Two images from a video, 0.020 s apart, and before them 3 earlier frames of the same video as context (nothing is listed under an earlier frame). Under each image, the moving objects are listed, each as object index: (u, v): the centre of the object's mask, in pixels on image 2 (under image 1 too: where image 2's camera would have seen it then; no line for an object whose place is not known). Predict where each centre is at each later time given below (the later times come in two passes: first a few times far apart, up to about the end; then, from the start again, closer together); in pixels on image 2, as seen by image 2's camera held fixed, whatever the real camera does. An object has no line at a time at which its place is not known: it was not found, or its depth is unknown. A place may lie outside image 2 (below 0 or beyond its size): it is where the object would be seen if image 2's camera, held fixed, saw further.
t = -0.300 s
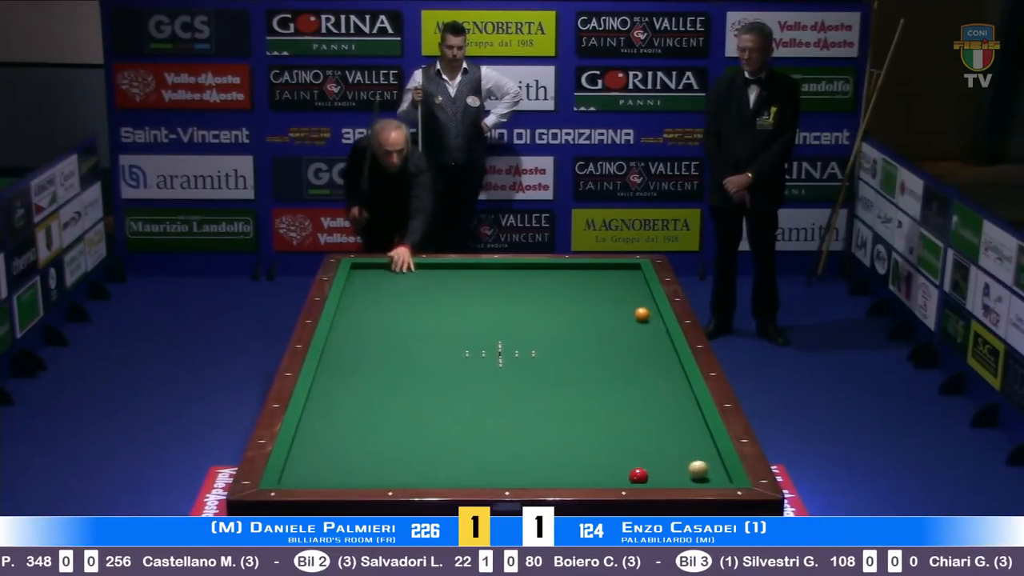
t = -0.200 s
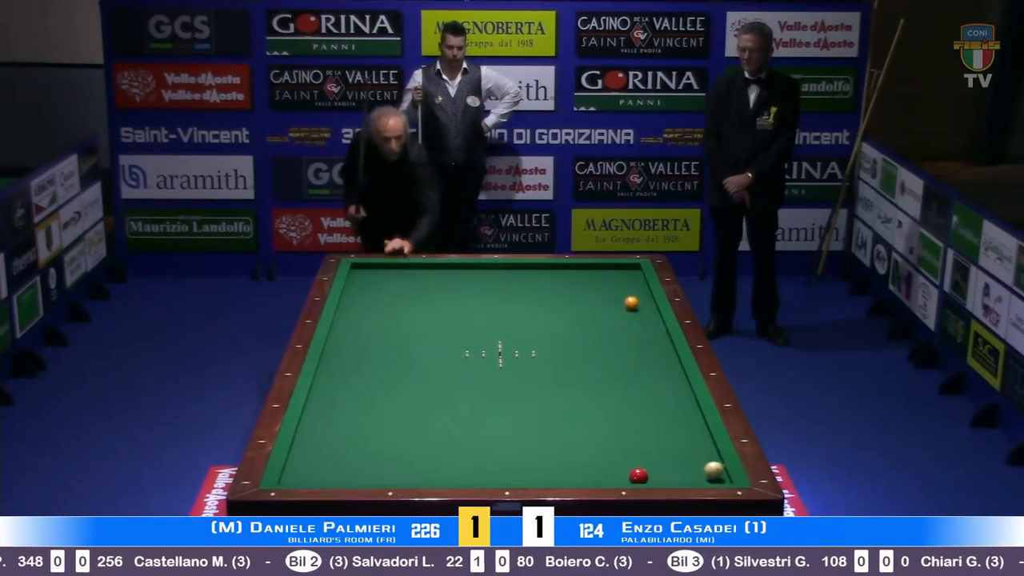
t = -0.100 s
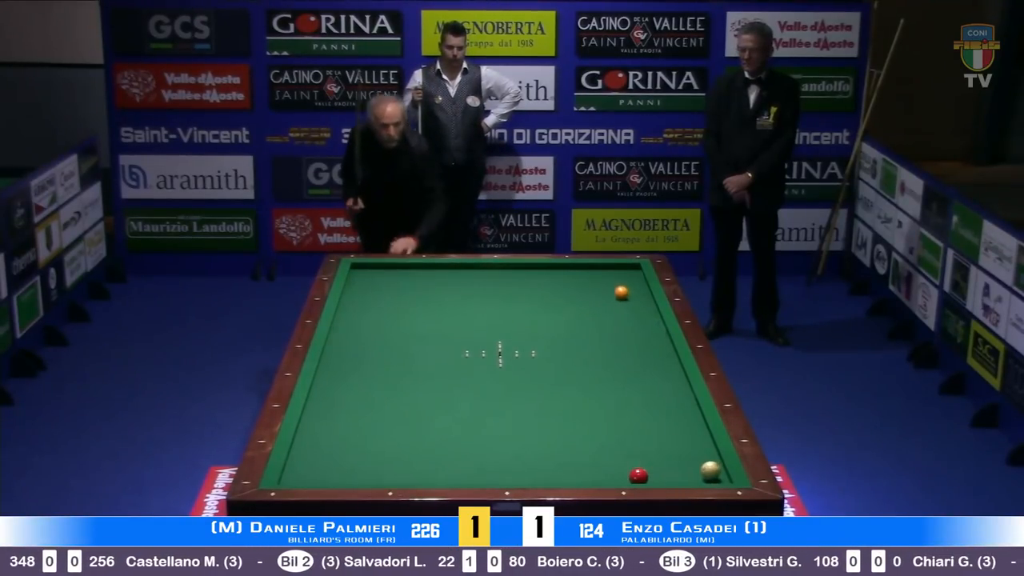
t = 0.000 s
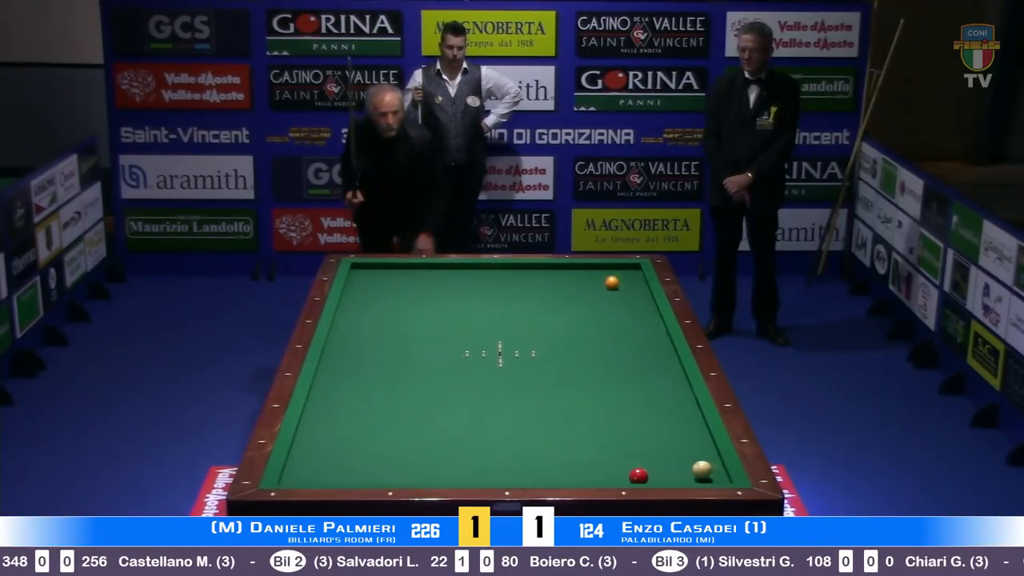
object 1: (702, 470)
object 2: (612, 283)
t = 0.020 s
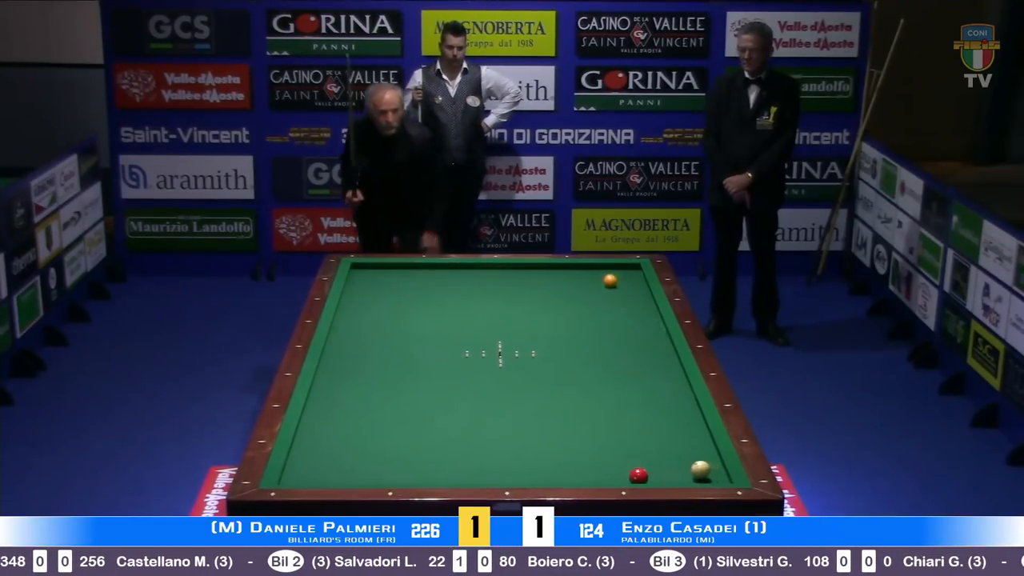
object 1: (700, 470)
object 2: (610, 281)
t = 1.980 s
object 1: (571, 462)
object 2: (550, 386)
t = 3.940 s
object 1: (567, 466)
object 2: (384, 464)
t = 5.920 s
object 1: (580, 435)
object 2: (343, 425)
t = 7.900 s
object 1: (586, 424)
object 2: (400, 406)
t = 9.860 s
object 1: (586, 424)
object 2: (420, 399)
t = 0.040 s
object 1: (698, 470)
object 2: (608, 279)
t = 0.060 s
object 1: (697, 470)
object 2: (606, 277)
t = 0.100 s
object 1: (694, 470)
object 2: (603, 273)
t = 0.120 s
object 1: (692, 470)
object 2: (601, 272)
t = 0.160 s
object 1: (689, 469)
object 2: (597, 268)
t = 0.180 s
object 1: (688, 470)
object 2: (596, 266)
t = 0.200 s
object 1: (686, 469)
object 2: (595, 266)
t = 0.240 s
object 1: (683, 469)
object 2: (594, 269)
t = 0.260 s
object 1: (681, 469)
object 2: (594, 270)
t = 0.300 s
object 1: (678, 469)
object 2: (594, 273)
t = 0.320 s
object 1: (677, 469)
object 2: (593, 275)
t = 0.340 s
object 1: (675, 469)
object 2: (593, 276)
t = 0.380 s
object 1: (672, 469)
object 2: (592, 279)
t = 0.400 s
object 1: (670, 468)
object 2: (592, 280)
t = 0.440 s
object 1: (668, 468)
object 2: (591, 283)
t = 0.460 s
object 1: (666, 468)
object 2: (590, 284)
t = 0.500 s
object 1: (663, 468)
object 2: (590, 286)
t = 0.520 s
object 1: (662, 468)
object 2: (589, 287)
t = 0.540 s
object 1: (660, 467)
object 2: (589, 289)
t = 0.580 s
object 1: (658, 467)
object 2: (588, 291)
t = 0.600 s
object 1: (656, 468)
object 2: (587, 292)
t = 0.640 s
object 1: (654, 467)
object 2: (586, 294)
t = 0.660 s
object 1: (653, 467)
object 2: (586, 295)
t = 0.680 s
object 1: (651, 467)
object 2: (585, 297)
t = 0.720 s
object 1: (649, 466)
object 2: (585, 299)
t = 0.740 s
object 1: (648, 466)
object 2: (584, 300)
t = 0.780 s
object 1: (645, 465)
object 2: (583, 303)
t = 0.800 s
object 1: (643, 464)
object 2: (583, 304)
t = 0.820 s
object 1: (641, 463)
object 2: (582, 305)
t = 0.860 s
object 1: (638, 463)
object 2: (581, 307)
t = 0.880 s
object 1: (637, 463)
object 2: (581, 309)
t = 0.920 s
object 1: (634, 463)
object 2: (580, 311)
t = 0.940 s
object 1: (632, 463)
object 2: (579, 312)
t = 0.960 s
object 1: (630, 463)
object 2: (579, 314)
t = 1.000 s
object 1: (628, 464)
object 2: (578, 316)
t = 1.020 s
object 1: (627, 464)
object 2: (577, 318)
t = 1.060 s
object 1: (624, 464)
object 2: (576, 320)
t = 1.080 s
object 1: (623, 464)
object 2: (576, 321)
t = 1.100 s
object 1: (622, 464)
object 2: (575, 322)
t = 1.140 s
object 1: (619, 464)
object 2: (574, 325)
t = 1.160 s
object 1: (618, 464)
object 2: (573, 327)
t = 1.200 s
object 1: (616, 465)
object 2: (572, 329)
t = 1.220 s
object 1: (615, 464)
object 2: (572, 331)
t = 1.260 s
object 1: (612, 464)
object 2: (571, 333)
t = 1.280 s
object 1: (611, 464)
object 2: (571, 335)
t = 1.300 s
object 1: (610, 464)
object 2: (570, 336)
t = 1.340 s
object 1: (607, 464)
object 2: (569, 339)
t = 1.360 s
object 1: (606, 464)
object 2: (568, 340)
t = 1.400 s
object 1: (603, 464)
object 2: (567, 343)
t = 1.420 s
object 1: (602, 464)
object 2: (567, 344)
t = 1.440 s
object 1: (601, 464)
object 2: (566, 346)
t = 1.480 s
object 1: (599, 464)
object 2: (565, 348)
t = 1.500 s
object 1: (597, 464)
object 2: (564, 350)
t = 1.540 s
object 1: (595, 464)
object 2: (563, 353)
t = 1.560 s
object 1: (594, 464)
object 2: (562, 354)
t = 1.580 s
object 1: (593, 464)
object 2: (562, 356)
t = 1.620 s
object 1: (591, 463)
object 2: (561, 359)
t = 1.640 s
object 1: (589, 463)
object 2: (560, 360)
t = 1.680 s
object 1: (587, 463)
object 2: (559, 363)
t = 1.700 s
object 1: (586, 463)
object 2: (558, 365)
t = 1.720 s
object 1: (585, 463)
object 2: (557, 366)
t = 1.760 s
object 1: (582, 463)
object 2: (556, 369)
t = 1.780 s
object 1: (582, 463)
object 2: (556, 371)
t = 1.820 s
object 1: (579, 463)
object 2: (555, 374)
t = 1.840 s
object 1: (578, 463)
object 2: (554, 375)
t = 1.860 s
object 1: (577, 463)
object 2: (553, 377)
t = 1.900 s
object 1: (575, 463)
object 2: (552, 380)
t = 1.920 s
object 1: (574, 463)
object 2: (552, 381)
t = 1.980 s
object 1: (571, 462)
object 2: (550, 386)
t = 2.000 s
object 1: (570, 462)
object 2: (549, 388)
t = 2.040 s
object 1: (568, 462)
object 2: (548, 391)
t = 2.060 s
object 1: (567, 462)
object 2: (547, 393)
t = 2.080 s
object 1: (566, 462)
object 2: (547, 395)
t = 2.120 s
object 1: (564, 462)
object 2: (545, 398)
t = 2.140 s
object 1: (563, 462)
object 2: (544, 400)
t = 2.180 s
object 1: (561, 462)
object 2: (543, 403)
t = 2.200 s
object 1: (559, 462)
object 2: (542, 405)
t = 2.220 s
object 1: (558, 462)
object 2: (542, 407)
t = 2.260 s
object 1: (556, 461)
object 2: (540, 410)
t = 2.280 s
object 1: (556, 461)
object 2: (540, 412)
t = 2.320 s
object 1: (554, 461)
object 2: (538, 416)
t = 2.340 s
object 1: (553, 461)
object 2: (537, 417)
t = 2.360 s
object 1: (552, 461)
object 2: (537, 419)
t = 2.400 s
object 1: (550, 461)
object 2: (535, 423)
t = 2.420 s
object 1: (549, 461)
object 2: (535, 425)
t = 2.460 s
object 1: (547, 461)
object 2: (533, 428)
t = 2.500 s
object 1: (545, 461)
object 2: (532, 432)
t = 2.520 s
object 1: (544, 461)
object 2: (531, 434)
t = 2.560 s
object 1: (543, 461)
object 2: (530, 438)
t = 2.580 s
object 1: (542, 461)
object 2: (529, 440)
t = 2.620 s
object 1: (540, 461)
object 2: (527, 444)
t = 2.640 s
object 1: (539, 460)
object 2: (526, 446)
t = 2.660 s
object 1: (538, 460)
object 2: (526, 447)
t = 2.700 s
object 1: (537, 460)
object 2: (523, 451)
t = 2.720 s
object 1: (536, 460)
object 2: (522, 453)
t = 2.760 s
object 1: (537, 462)
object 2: (518, 456)
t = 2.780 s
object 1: (539, 463)
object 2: (515, 457)
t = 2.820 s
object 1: (541, 465)
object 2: (510, 459)
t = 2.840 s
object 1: (542, 466)
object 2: (507, 460)
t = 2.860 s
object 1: (543, 467)
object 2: (504, 461)
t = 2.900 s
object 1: (545, 469)
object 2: (499, 463)
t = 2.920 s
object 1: (546, 470)
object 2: (496, 464)
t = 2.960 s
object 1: (547, 471)
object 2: (490, 466)
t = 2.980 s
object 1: (548, 472)
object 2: (488, 467)
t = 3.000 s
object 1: (549, 472)
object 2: (485, 468)
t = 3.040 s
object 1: (551, 474)
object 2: (480, 471)
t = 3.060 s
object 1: (552, 474)
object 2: (477, 471)
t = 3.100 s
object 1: (553, 475)
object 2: (471, 473)
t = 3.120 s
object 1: (554, 476)
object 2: (468, 474)
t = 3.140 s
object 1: (555, 476)
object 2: (465, 474)
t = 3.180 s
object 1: (556, 478)
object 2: (460, 476)
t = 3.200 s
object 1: (557, 478)
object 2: (457, 476)
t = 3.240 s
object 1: (559, 479)
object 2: (451, 478)
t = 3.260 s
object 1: (559, 478)
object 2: (449, 479)
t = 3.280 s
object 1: (559, 478)
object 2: (446, 479)
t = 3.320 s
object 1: (560, 477)
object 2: (442, 478)
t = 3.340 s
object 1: (560, 476)
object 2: (440, 478)
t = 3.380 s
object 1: (561, 476)
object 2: (436, 477)
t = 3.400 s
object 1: (561, 475)
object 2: (434, 477)
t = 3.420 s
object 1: (561, 476)
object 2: (432, 476)
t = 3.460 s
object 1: (562, 475)
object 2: (428, 476)
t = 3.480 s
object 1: (562, 475)
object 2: (426, 475)
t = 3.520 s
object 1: (562, 474)
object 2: (422, 475)
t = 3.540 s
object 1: (563, 474)
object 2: (420, 474)
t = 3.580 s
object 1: (563, 474)
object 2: (417, 474)
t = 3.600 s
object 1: (563, 473)
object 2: (415, 473)
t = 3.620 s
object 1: (564, 473)
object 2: (413, 473)
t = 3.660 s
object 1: (564, 472)
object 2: (409, 472)
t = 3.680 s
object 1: (564, 472)
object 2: (407, 472)
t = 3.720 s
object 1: (565, 471)
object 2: (403, 470)
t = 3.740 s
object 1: (565, 470)
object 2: (402, 470)
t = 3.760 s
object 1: (565, 469)
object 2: (400, 469)
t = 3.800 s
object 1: (566, 469)
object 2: (396, 468)
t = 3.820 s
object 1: (566, 468)
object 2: (394, 468)
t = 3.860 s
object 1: (566, 467)
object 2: (391, 467)
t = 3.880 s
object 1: (566, 467)
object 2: (389, 466)
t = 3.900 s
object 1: (566, 467)
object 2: (387, 465)
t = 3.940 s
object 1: (567, 466)
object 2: (384, 464)
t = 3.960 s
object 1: (567, 465)
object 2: (382, 464)
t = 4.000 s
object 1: (567, 464)
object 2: (378, 463)
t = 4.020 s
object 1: (568, 464)
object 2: (377, 462)
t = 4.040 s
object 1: (568, 464)
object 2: (375, 462)
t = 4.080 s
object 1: (568, 463)
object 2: (372, 461)
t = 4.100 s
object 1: (568, 462)
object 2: (370, 460)
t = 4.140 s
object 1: (569, 462)
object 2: (367, 459)
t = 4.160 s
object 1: (569, 461)
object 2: (365, 459)
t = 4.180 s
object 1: (569, 461)
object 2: (363, 458)
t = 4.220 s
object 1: (570, 460)
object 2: (360, 457)
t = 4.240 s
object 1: (570, 460)
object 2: (358, 457)
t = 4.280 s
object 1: (570, 459)
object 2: (355, 456)
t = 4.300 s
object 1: (570, 459)
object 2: (353, 456)
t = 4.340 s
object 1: (571, 458)
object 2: (350, 455)
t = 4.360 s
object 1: (571, 458)
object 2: (348, 454)
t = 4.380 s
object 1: (571, 457)
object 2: (347, 454)
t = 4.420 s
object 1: (571, 456)
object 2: (344, 453)
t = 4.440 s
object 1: (572, 456)
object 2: (342, 452)
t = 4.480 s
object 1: (572, 456)
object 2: (339, 452)
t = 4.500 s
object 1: (572, 455)
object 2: (337, 451)
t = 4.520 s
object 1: (572, 455)
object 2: (336, 451)
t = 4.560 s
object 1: (572, 454)
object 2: (333, 450)
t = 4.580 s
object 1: (572, 454)
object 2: (331, 449)
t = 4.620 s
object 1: (573, 453)
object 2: (328, 448)
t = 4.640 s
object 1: (573, 453)
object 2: (326, 448)
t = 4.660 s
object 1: (573, 452)
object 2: (325, 448)
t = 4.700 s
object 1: (573, 452)
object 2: (322, 447)
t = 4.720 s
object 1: (573, 451)
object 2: (320, 446)
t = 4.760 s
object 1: (574, 451)
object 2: (318, 445)
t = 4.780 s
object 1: (574, 451)
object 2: (316, 445)
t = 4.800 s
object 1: (574, 450)
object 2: (315, 445)
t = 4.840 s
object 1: (574, 450)
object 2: (312, 444)
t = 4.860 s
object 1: (574, 449)
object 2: (310, 443)
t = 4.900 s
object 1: (575, 448)
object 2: (307, 442)
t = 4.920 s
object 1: (575, 448)
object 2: (306, 442)
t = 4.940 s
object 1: (575, 448)
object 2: (304, 441)
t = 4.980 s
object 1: (575, 447)
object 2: (302, 441)
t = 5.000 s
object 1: (575, 447)
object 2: (301, 441)
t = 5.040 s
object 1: (576, 447)
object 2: (303, 440)
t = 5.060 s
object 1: (576, 446)
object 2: (304, 439)
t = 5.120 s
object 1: (576, 445)
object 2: (307, 438)
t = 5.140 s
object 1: (577, 445)
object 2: (308, 438)
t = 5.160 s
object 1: (577, 445)
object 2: (309, 437)
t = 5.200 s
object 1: (577, 444)
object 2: (311, 437)
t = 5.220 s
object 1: (577, 444)
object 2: (312, 437)
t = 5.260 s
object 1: (577, 443)
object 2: (314, 436)
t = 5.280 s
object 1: (577, 443)
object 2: (315, 435)
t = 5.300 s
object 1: (577, 443)
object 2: (316, 435)
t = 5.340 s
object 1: (578, 442)
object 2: (318, 435)
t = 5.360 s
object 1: (578, 442)
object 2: (319, 434)
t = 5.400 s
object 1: (578, 442)
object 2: (321, 433)
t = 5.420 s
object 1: (578, 441)
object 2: (321, 433)
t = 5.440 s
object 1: (578, 441)
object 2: (322, 433)
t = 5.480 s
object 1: (579, 440)
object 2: (324, 432)
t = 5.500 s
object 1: (579, 440)
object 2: (325, 432)
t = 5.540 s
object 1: (579, 440)
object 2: (327, 431)
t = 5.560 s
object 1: (579, 440)
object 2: (328, 431)
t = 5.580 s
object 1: (579, 439)
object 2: (329, 431)
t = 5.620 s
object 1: (579, 439)
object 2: (331, 430)
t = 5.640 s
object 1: (579, 438)
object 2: (331, 430)
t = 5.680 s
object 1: (580, 438)
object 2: (333, 429)
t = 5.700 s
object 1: (579, 438)
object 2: (334, 429)
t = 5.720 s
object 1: (579, 438)
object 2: (335, 428)
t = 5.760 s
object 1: (580, 437)
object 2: (336, 428)
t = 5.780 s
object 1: (580, 437)
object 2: (337, 427)
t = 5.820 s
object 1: (580, 437)
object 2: (339, 427)
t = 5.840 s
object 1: (580, 436)
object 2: (340, 427)
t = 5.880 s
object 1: (580, 436)
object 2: (341, 426)
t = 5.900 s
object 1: (580, 436)
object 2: (342, 426)
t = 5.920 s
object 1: (580, 435)
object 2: (343, 425)
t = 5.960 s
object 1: (581, 435)
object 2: (344, 425)
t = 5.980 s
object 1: (581, 435)
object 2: (345, 425)
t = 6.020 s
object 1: (581, 434)
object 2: (347, 424)
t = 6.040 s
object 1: (581, 434)
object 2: (347, 424)
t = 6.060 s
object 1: (581, 434)
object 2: (348, 424)
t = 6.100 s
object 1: (581, 433)
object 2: (350, 423)
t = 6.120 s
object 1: (581, 433)
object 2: (350, 423)
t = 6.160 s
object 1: (581, 433)
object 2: (352, 423)
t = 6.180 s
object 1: (582, 432)
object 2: (353, 422)
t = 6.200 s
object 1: (582, 432)
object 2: (353, 422)
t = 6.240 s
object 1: (582, 432)
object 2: (355, 422)
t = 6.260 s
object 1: (582, 432)
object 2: (355, 421)
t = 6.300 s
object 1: (582, 431)
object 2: (357, 421)
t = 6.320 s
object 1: (582, 431)
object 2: (358, 420)
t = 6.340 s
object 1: (582, 431)
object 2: (358, 420)
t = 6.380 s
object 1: (583, 431)
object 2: (360, 420)
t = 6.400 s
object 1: (583, 431)
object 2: (360, 419)
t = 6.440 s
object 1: (583, 431)
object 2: (362, 419)
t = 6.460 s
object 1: (583, 430)
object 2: (362, 419)
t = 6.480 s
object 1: (583, 430)
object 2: (363, 419)
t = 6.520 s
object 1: (583, 430)
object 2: (364, 418)
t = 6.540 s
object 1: (583, 430)
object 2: (365, 418)
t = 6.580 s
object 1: (583, 430)
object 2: (366, 418)
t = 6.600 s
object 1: (583, 429)
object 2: (367, 417)
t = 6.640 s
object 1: (584, 429)
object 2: (368, 417)
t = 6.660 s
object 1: (584, 429)
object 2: (369, 417)
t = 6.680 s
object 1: (584, 429)
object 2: (369, 416)
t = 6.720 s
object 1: (584, 428)
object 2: (370, 416)
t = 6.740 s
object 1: (584, 428)
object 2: (371, 416)
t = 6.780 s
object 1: (584, 428)
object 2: (372, 415)
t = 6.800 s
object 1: (584, 428)
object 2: (373, 415)
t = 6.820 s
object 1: (584, 428)
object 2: (373, 415)
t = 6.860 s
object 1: (584, 428)
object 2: (375, 414)
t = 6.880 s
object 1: (584, 428)
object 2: (375, 414)
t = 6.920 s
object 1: (584, 427)
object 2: (376, 414)
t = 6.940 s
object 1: (584, 427)
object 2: (377, 413)
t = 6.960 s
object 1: (584, 427)
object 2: (377, 413)
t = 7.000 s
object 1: (584, 427)
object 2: (379, 413)
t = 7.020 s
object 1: (585, 427)
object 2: (379, 413)
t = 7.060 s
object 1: (585, 427)
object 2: (380, 412)
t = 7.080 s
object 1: (585, 427)
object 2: (381, 412)
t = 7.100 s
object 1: (585, 427)
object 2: (382, 412)
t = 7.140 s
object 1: (585, 426)
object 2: (382, 412)
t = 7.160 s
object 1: (585, 426)
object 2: (383, 412)
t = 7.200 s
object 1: (585, 426)
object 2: (384, 411)
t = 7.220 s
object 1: (585, 426)
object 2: (385, 411)
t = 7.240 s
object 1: (585, 426)
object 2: (385, 411)
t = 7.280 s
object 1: (585, 425)
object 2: (386, 411)
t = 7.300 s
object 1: (585, 425)
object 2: (387, 410)
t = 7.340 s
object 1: (585, 425)
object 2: (388, 410)
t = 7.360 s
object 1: (585, 425)
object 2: (388, 410)
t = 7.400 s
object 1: (585, 425)
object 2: (389, 410)
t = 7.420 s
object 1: (585, 425)
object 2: (390, 410)
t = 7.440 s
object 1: (585, 425)
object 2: (390, 409)
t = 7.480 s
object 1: (585, 425)
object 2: (391, 409)
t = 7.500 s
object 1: (585, 425)
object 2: (391, 409)
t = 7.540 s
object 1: (585, 425)
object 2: (392, 409)
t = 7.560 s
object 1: (585, 425)
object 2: (393, 408)
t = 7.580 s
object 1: (585, 425)
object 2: (393, 408)
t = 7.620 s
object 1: (585, 424)
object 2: (394, 408)
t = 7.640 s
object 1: (586, 424)
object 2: (394, 408)
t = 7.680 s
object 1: (586, 424)
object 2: (395, 408)
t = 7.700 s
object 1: (586, 424)
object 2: (396, 407)
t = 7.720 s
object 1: (586, 424)
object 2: (396, 407)
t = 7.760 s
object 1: (586, 424)
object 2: (397, 407)
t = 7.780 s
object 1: (586, 424)
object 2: (397, 407)
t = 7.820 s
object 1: (586, 424)
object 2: (398, 407)
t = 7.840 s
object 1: (586, 424)
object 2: (399, 407)
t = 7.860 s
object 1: (586, 423)
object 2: (399, 406)
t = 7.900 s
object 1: (586, 424)
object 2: (400, 406)
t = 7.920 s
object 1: (586, 424)
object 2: (400, 406)
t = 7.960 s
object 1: (586, 423)
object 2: (401, 406)
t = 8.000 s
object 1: (586, 423)
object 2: (401, 405)
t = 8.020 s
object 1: (586, 423)
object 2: (402, 405)
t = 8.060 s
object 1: (586, 423)
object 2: (403, 405)
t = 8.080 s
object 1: (586, 423)
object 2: (403, 405)
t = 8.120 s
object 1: (586, 423)
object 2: (404, 405)
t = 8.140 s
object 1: (586, 423)
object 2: (404, 405)
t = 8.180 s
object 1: (586, 423)
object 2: (405, 404)
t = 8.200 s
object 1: (586, 423)
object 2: (405, 404)
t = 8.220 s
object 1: (586, 423)
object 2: (405, 404)
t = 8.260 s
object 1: (586, 423)
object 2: (406, 404)
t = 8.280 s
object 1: (586, 423)
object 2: (406, 404)
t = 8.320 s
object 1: (586, 423)
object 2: (407, 403)
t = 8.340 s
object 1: (586, 423)
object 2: (407, 403)
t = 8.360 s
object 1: (586, 424)
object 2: (408, 403)
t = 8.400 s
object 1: (586, 424)
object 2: (408, 403)
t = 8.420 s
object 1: (586, 424)
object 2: (408, 403)
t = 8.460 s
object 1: (586, 424)
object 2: (409, 403)
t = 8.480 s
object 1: (586, 424)
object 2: (409, 403)
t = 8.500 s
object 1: (586, 424)
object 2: (409, 403)
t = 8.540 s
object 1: (586, 424)
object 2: (410, 402)
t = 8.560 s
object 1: (586, 424)
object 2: (410, 402)
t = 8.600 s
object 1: (586, 424)
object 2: (411, 402)
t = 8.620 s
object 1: (586, 424)
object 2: (411, 402)
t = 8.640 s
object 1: (586, 424)
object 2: (411, 402)
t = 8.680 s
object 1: (586, 424)
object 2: (412, 402)
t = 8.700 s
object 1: (586, 424)
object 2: (412, 402)
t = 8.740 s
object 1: (586, 424)
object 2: (412, 402)
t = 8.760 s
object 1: (586, 424)
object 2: (413, 402)
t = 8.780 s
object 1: (586, 424)
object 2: (413, 402)
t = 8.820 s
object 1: (586, 424)
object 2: (413, 402)
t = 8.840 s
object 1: (586, 424)
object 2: (414, 402)
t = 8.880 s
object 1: (586, 424)
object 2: (414, 401)
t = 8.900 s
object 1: (586, 424)
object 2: (414, 401)
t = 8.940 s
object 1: (586, 424)
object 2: (415, 401)
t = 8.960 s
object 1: (586, 424)
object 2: (415, 401)
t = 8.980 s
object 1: (586, 424)
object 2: (415, 401)
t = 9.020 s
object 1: (586, 424)
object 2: (416, 401)
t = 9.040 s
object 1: (586, 424)
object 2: (416, 401)
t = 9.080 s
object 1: (586, 424)
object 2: (416, 401)
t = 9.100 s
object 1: (586, 424)
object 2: (416, 401)
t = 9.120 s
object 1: (586, 424)
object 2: (416, 401)
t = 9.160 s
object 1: (586, 424)
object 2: (417, 401)
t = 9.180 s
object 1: (586, 424)
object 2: (417, 400)
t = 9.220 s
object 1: (586, 424)
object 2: (417, 400)
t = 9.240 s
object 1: (586, 424)
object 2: (417, 400)
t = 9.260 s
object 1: (586, 424)
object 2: (417, 400)
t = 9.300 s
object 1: (586, 424)
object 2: (418, 400)
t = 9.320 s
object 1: (586, 424)
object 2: (418, 400)
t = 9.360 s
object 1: (586, 424)
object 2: (418, 400)
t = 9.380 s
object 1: (586, 424)
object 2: (418, 400)
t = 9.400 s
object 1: (586, 424)
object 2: (418, 400)
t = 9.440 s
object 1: (586, 424)
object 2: (418, 400)
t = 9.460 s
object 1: (586, 424)
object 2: (418, 400)
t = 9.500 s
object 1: (586, 424)
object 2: (418, 400)
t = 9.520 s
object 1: (586, 424)
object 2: (418, 400)
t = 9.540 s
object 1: (586, 424)
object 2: (419, 400)
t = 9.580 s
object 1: (586, 424)
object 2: (419, 399)
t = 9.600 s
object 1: (586, 424)
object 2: (419, 399)
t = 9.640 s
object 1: (586, 424)
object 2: (419, 399)
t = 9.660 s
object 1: (586, 424)
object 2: (419, 399)
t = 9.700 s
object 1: (586, 424)
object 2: (419, 399)
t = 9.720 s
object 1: (586, 424)
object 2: (419, 399)
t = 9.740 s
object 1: (586, 424)
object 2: (419, 399)
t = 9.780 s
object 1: (586, 424)
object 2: (419, 399)
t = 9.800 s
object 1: (586, 424)
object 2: (419, 399)
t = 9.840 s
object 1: (586, 424)
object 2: (419, 399)
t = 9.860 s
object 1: (586, 424)
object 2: (420, 399)
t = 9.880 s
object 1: (586, 424)
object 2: (420, 399)
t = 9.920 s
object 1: (586, 424)
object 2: (420, 399)
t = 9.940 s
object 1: (586, 424)
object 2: (420, 399)
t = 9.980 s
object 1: (586, 424)
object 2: (420, 399)
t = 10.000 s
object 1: (586, 424)
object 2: (420, 399)
